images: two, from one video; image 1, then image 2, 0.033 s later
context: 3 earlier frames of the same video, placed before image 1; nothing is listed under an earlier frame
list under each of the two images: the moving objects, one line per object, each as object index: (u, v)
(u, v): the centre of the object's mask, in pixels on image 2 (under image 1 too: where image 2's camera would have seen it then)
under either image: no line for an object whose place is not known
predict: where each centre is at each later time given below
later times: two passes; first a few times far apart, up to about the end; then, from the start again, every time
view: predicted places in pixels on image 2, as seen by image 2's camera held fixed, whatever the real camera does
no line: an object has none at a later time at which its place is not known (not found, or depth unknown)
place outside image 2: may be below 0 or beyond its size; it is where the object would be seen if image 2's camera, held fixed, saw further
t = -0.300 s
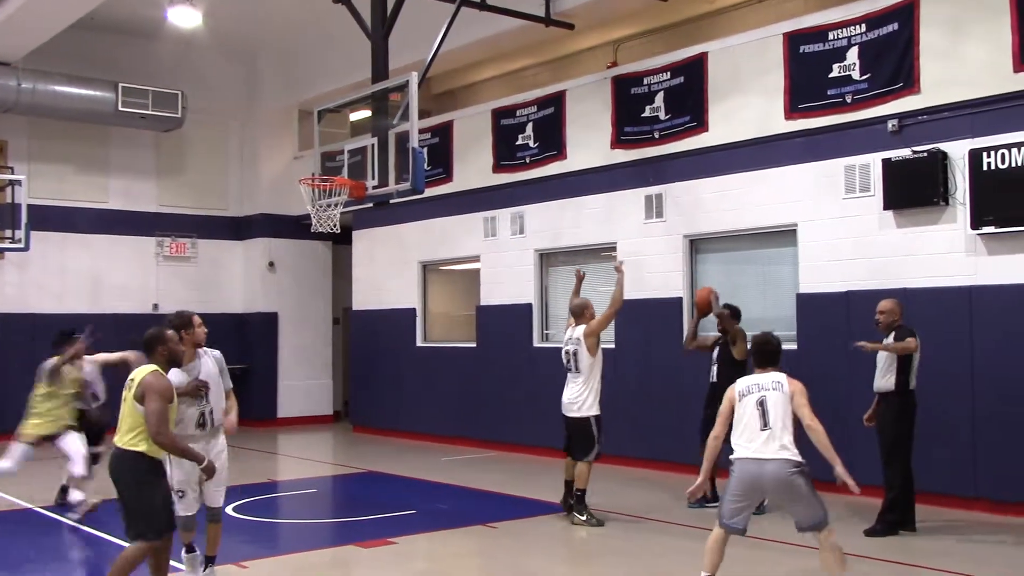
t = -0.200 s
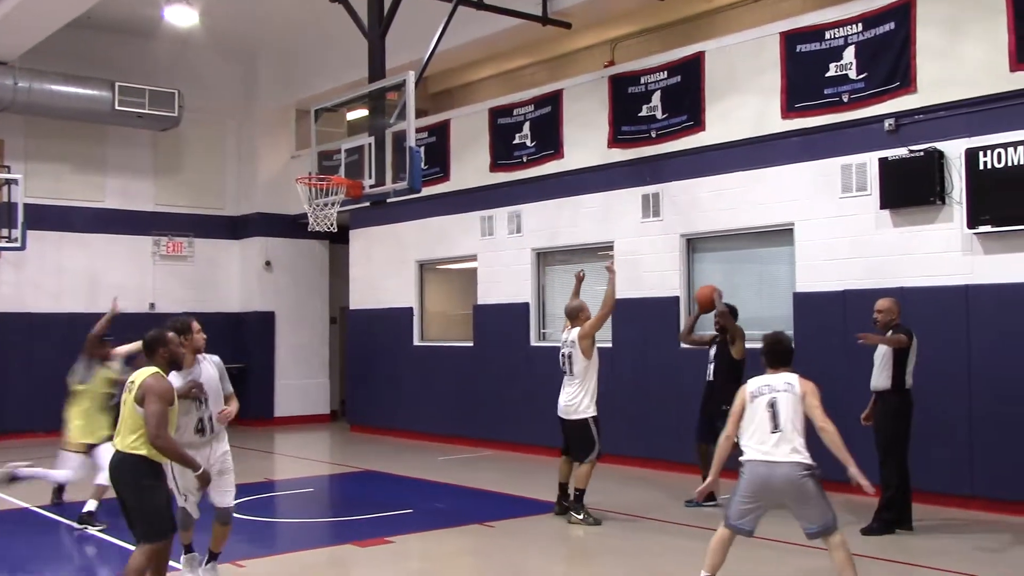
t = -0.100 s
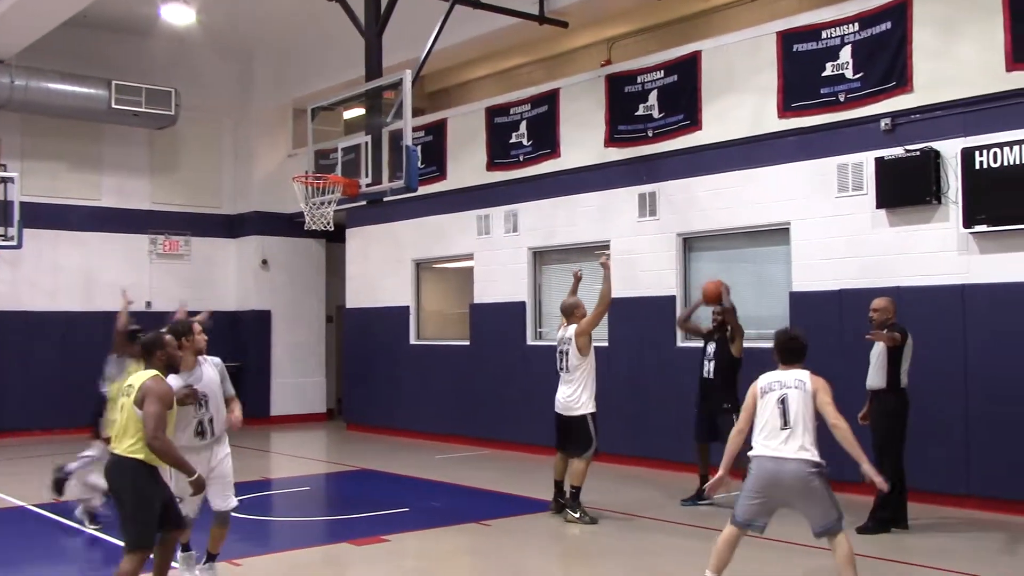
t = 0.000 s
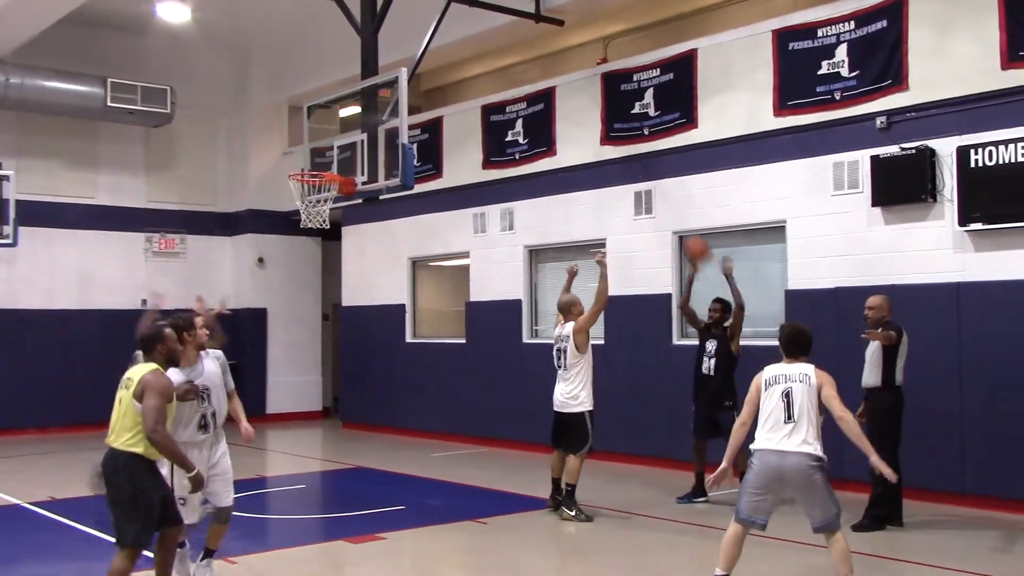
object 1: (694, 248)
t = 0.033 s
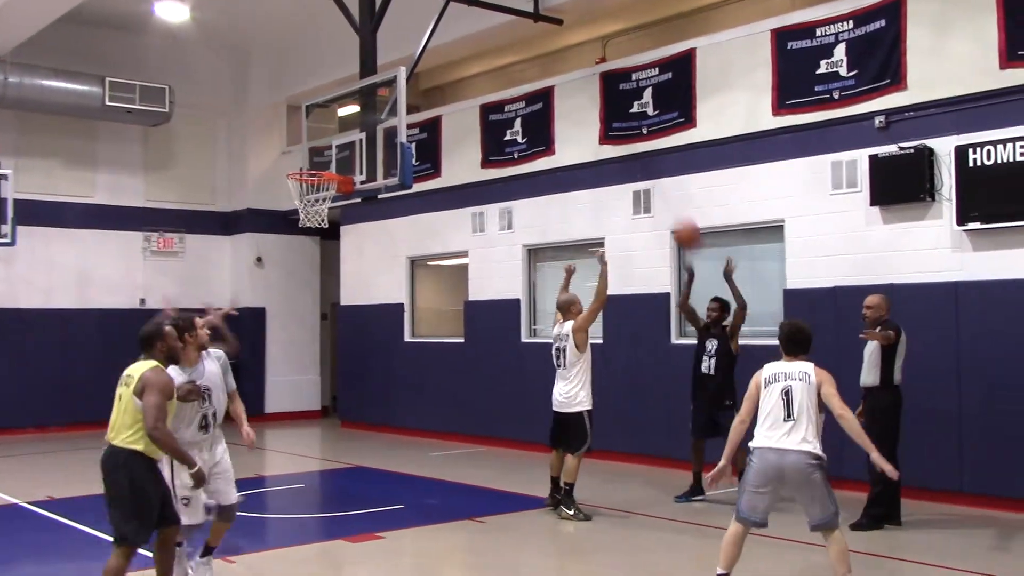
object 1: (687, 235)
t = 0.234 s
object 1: (624, 160)
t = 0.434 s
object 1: (534, 121)
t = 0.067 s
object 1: (677, 219)
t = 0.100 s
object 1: (667, 206)
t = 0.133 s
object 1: (657, 193)
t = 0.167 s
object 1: (645, 179)
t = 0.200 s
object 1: (635, 169)
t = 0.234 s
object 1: (624, 160)
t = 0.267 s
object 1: (610, 150)
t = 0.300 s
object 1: (594, 143)
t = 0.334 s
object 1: (580, 135)
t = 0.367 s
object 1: (564, 129)
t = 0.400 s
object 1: (546, 124)
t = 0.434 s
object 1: (534, 121)
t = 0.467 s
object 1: (513, 119)
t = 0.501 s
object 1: (494, 119)
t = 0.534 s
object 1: (472, 124)
